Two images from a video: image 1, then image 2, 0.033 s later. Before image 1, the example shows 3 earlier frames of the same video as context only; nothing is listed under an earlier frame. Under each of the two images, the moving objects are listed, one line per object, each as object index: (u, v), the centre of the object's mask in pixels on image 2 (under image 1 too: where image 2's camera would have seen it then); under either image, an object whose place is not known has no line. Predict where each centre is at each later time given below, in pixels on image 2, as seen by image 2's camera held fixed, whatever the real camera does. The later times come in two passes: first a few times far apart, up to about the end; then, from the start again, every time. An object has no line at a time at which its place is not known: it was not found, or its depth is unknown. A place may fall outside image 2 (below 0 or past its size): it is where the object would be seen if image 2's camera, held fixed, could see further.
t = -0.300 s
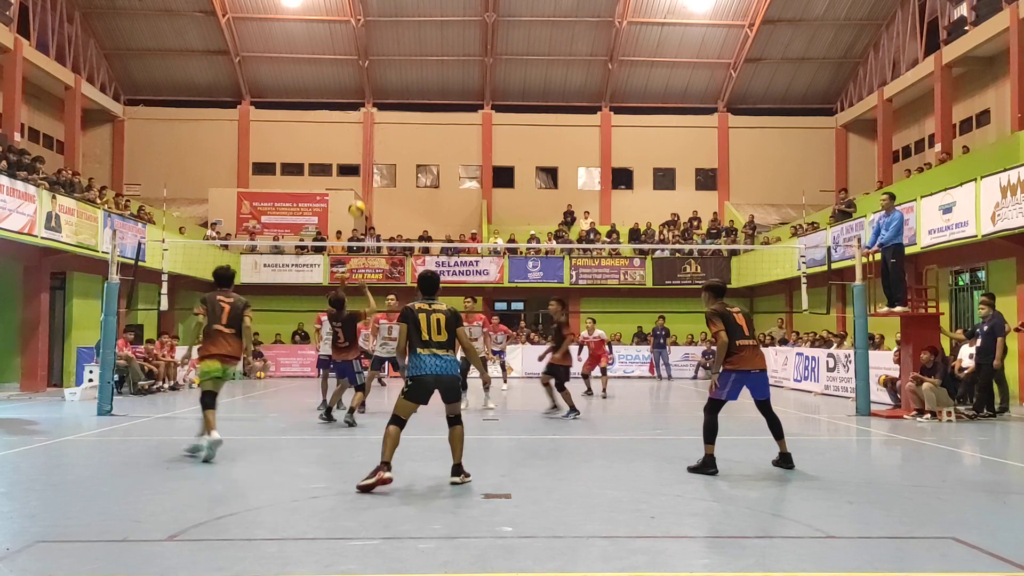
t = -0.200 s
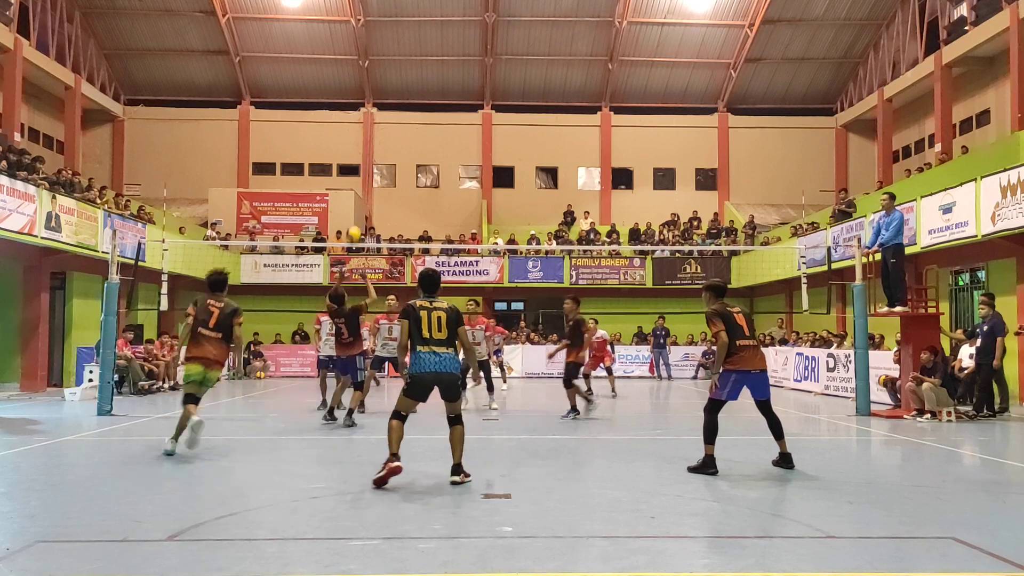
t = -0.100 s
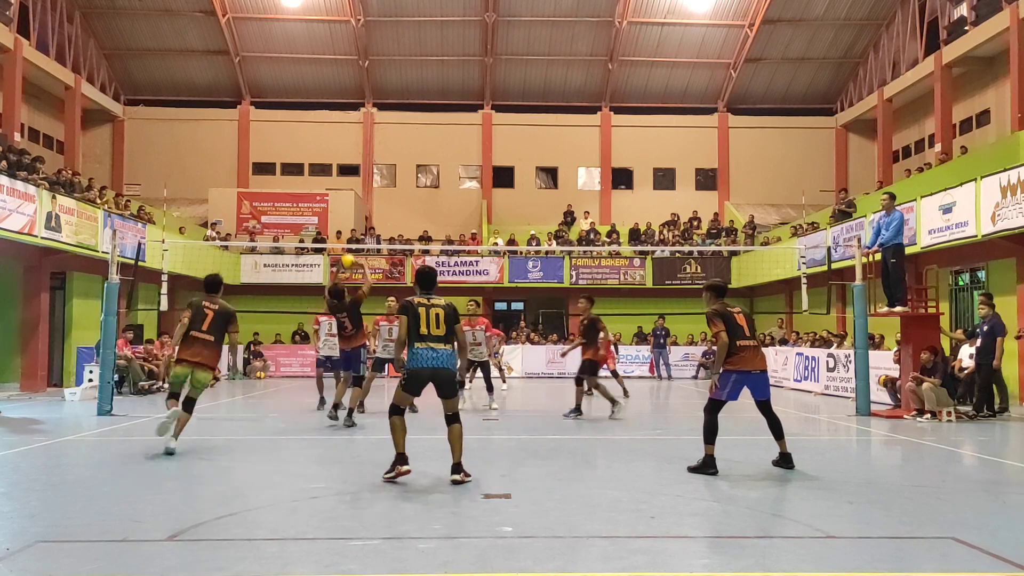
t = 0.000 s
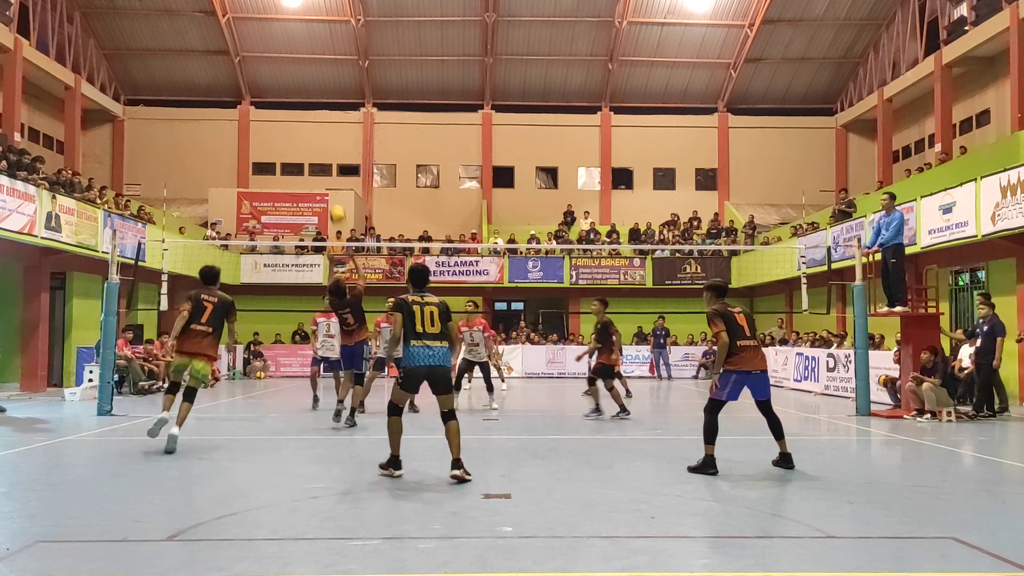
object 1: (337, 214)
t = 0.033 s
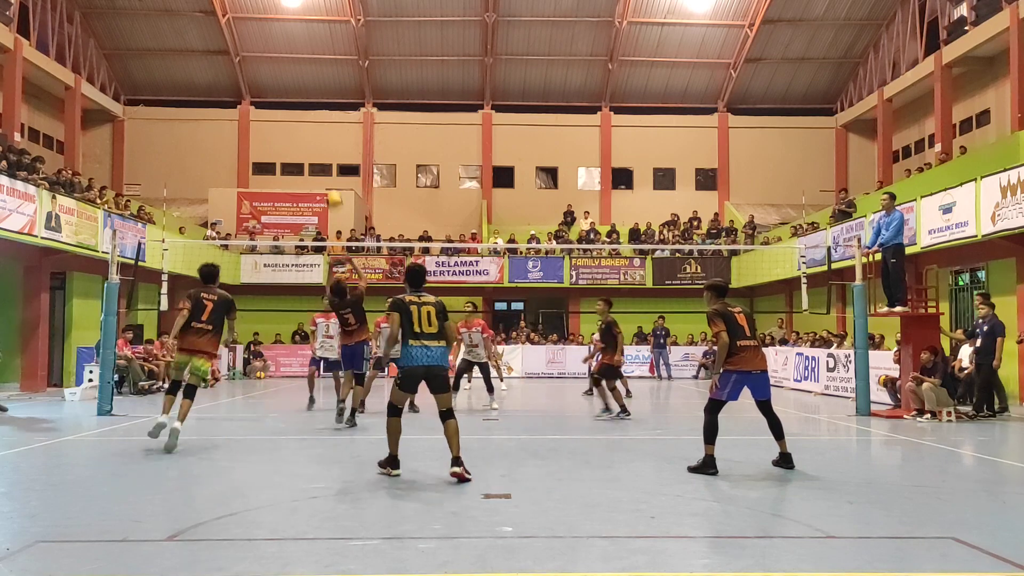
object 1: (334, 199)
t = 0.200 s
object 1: (317, 139)
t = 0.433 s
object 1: (295, 89)
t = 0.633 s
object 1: (276, 81)
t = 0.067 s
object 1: (330, 185)
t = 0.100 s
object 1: (327, 173)
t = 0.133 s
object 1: (324, 162)
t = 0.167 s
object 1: (320, 149)
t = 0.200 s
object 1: (317, 139)
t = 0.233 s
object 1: (314, 129)
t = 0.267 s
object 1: (310, 120)
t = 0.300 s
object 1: (307, 112)
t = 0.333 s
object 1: (304, 105)
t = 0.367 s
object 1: (302, 100)
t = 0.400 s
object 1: (298, 94)
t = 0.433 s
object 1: (295, 89)
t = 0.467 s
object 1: (292, 86)
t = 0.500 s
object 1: (289, 83)
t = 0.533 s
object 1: (286, 82)
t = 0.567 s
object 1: (282, 81)
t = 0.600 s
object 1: (280, 80)
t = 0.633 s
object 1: (276, 81)
